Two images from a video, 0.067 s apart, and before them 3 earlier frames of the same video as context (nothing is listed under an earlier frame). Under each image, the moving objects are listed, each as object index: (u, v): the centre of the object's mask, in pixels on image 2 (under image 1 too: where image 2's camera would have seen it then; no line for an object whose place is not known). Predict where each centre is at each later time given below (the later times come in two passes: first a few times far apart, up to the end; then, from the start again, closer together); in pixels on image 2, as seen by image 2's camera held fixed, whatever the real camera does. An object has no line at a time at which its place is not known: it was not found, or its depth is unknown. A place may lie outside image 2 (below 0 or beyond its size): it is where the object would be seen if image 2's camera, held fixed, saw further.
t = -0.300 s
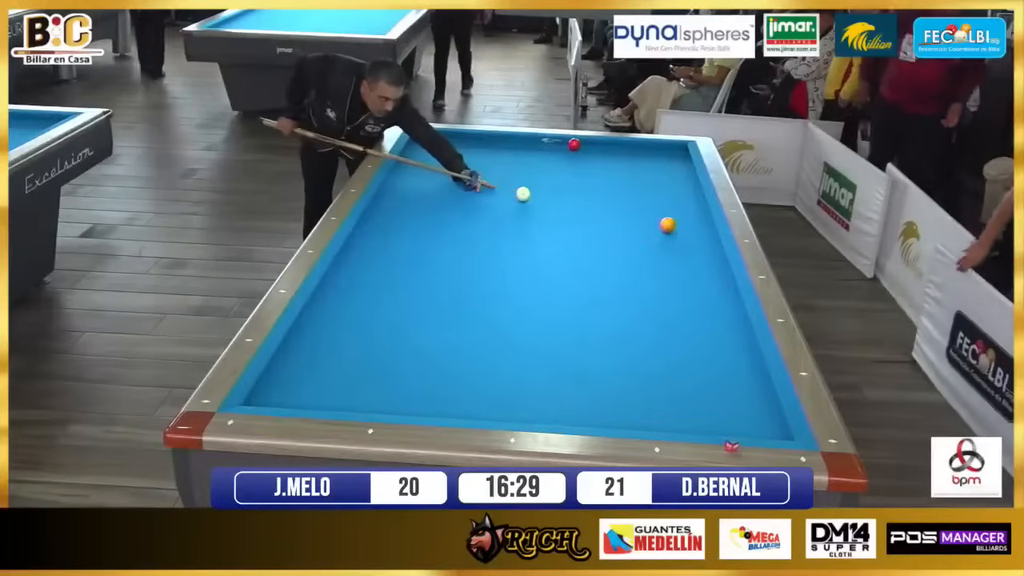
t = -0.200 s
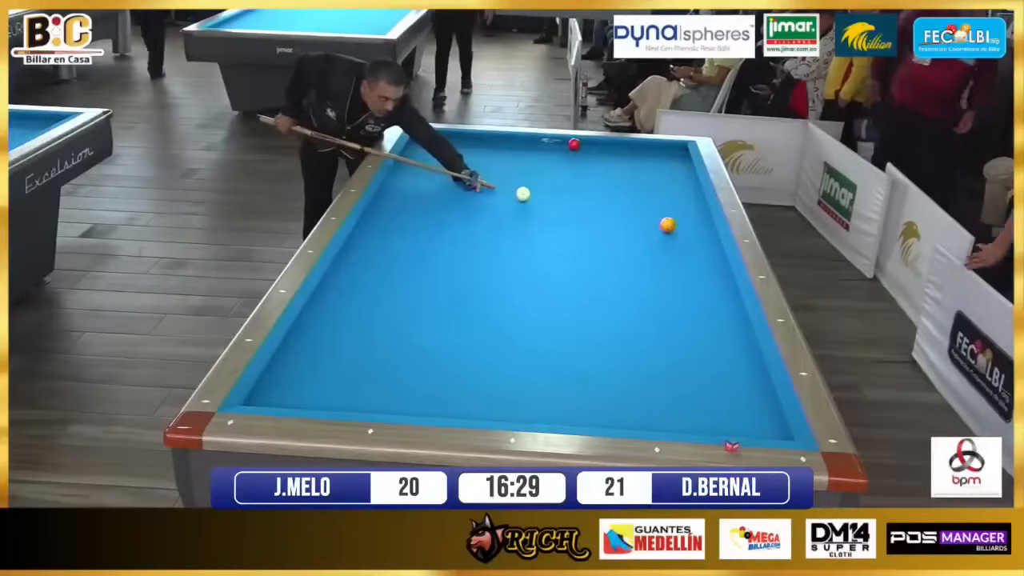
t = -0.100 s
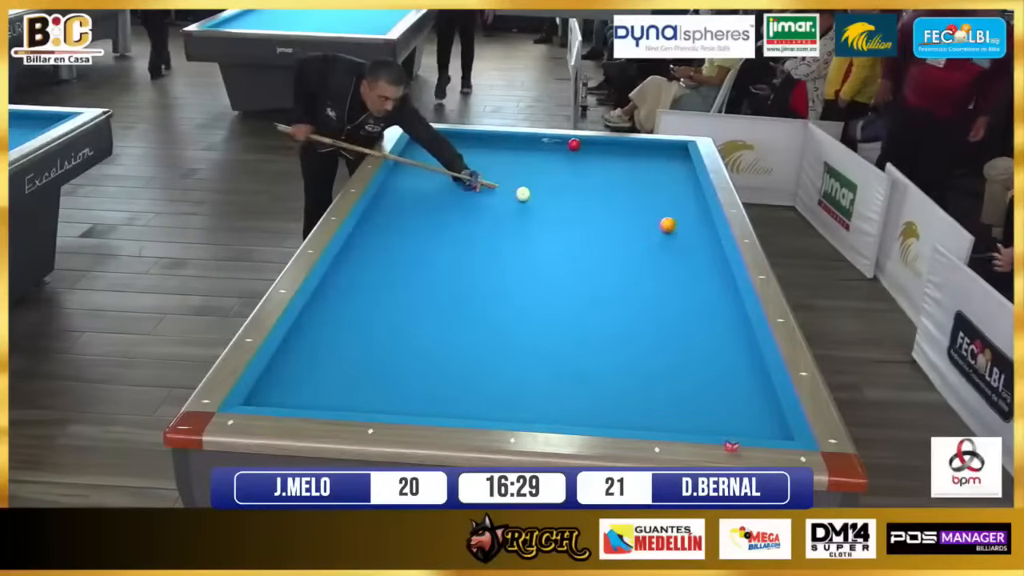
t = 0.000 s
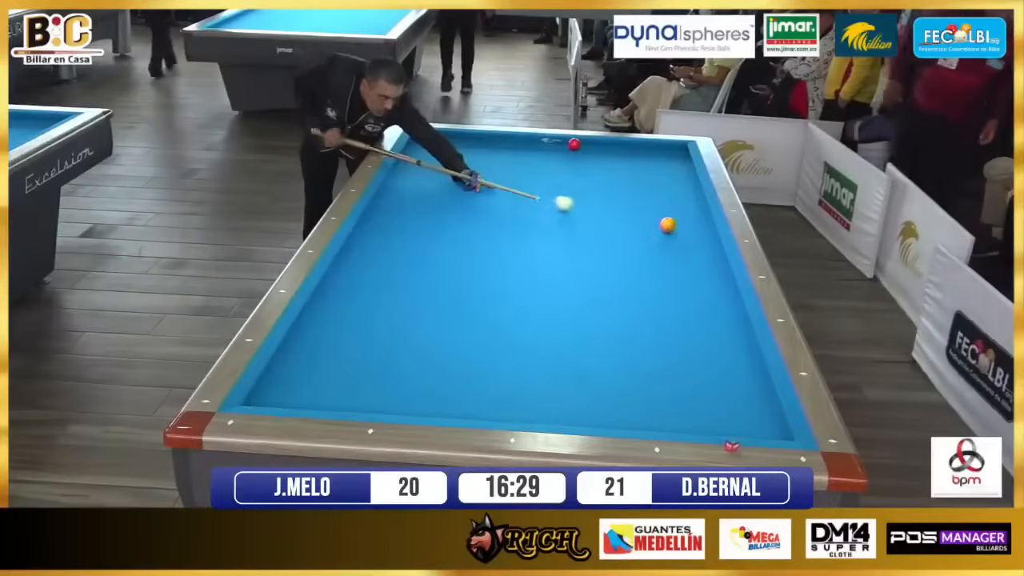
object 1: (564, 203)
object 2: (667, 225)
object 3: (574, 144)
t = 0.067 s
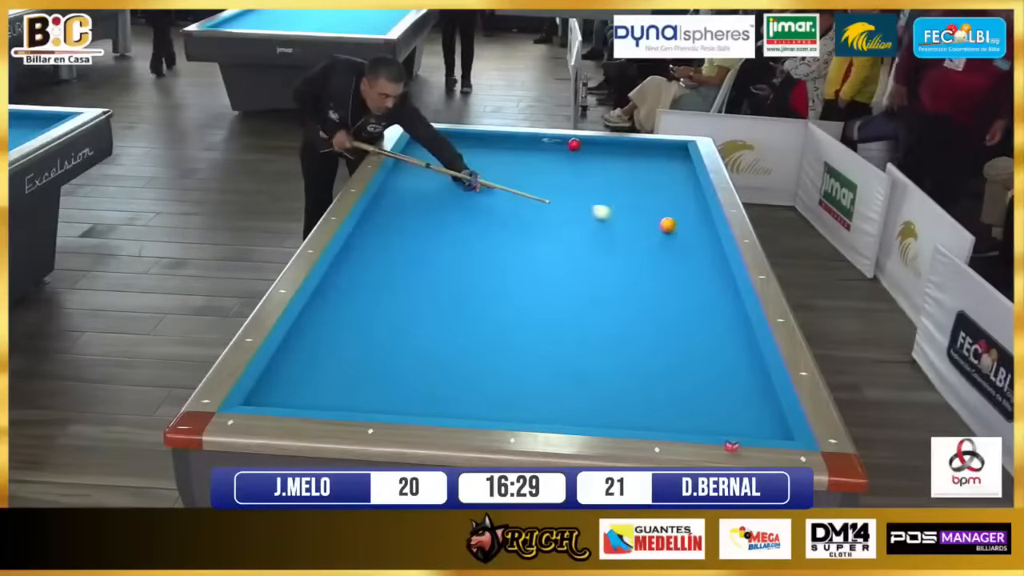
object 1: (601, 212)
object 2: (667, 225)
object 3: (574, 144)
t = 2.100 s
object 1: (461, 295)
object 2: (454, 195)
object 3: (574, 144)
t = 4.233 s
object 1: (511, 168)
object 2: (698, 202)
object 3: (574, 144)
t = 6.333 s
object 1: (575, 147)
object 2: (586, 195)
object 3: (631, 152)
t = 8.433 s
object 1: (590, 156)
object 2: (520, 193)
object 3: (685, 166)
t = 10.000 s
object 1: (592, 157)
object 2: (499, 193)
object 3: (682, 169)
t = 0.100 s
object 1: (619, 216)
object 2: (667, 225)
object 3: (574, 144)
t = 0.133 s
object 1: (639, 221)
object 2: (667, 225)
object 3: (574, 144)
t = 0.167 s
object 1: (654, 226)
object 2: (672, 225)
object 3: (574, 144)
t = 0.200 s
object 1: (657, 230)
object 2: (686, 225)
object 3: (574, 144)
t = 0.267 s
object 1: (666, 240)
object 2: (704, 224)
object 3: (574, 144)
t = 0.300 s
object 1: (671, 245)
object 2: (693, 223)
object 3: (574, 144)
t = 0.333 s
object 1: (677, 250)
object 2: (683, 222)
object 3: (574, 144)
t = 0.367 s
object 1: (684, 256)
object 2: (673, 221)
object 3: (574, 144)
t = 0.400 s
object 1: (692, 261)
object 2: (664, 220)
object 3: (574, 144)
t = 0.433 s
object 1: (700, 266)
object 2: (655, 219)
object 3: (574, 144)
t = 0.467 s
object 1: (708, 272)
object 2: (646, 218)
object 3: (574, 144)
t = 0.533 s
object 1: (727, 284)
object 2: (630, 217)
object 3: (574, 144)
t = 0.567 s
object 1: (727, 290)
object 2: (621, 216)
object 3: (574, 144)
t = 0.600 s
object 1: (723, 295)
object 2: (613, 215)
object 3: (574, 144)
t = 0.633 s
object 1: (720, 301)
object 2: (605, 214)
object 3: (574, 144)
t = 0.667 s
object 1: (717, 307)
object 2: (596, 214)
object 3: (574, 144)
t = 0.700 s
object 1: (715, 313)
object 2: (588, 213)
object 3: (574, 144)
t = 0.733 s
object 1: (712, 319)
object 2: (580, 212)
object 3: (574, 144)
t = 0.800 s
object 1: (707, 332)
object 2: (564, 210)
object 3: (574, 144)
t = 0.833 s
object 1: (704, 339)
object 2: (556, 210)
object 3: (574, 144)
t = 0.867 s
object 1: (701, 346)
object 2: (548, 209)
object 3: (574, 144)
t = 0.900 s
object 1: (698, 353)
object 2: (540, 208)
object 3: (574, 144)
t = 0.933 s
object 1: (695, 361)
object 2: (532, 207)
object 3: (574, 144)
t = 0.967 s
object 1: (692, 368)
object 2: (524, 207)
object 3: (574, 144)
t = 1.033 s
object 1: (685, 384)
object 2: (508, 205)
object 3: (574, 144)
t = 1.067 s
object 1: (682, 392)
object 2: (500, 204)
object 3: (574, 143)
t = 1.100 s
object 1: (678, 400)
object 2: (493, 203)
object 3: (574, 144)
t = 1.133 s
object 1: (675, 409)
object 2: (485, 203)
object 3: (574, 144)
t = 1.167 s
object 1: (671, 418)
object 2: (477, 202)
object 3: (574, 144)
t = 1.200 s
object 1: (667, 425)
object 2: (470, 201)
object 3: (574, 144)
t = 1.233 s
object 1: (657, 422)
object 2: (462, 200)
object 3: (574, 144)
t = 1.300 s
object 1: (637, 407)
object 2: (447, 199)
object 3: (574, 144)
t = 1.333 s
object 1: (627, 399)
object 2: (439, 198)
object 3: (574, 144)
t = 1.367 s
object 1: (617, 393)
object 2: (432, 197)
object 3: (574, 144)
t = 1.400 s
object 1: (608, 387)
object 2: (424, 197)
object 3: (574, 144)
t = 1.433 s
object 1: (600, 381)
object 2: (417, 196)
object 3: (574, 144)
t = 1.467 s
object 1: (591, 376)
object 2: (410, 195)
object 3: (574, 144)
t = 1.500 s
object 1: (583, 371)
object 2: (402, 195)
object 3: (574, 144)
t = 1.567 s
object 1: (567, 362)
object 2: (388, 193)
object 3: (574, 144)
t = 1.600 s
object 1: (560, 357)
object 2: (383, 192)
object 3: (574, 144)
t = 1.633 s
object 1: (553, 352)
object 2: (389, 193)
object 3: (574, 144)
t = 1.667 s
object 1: (545, 348)
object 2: (395, 193)
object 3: (574, 144)
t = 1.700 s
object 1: (538, 343)
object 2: (401, 193)
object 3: (574, 144)
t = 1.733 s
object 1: (531, 339)
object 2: (405, 193)
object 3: (574, 144)
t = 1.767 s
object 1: (524, 334)
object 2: (410, 194)
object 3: (574, 144)
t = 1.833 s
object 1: (510, 326)
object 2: (419, 194)
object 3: (574, 144)
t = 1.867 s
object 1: (504, 322)
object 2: (424, 194)
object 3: (574, 144)
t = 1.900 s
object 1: (497, 318)
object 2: (428, 194)
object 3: (574, 144)
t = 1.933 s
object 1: (491, 314)
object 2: (432, 194)
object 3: (574, 144)
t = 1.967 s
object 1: (485, 310)
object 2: (436, 194)
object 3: (574, 144)
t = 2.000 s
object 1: (478, 306)
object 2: (441, 194)
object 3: (574, 144)
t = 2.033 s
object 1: (472, 303)
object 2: (445, 194)
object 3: (574, 144)
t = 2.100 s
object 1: (461, 295)
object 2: (454, 195)
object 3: (574, 144)
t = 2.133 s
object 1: (455, 292)
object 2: (458, 195)
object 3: (574, 144)
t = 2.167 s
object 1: (450, 288)
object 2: (462, 195)
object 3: (574, 144)
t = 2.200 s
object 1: (444, 285)
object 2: (467, 195)
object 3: (574, 144)
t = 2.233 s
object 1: (438, 281)
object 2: (471, 195)
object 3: (574, 144)
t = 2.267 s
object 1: (433, 278)
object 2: (475, 195)
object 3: (574, 144)
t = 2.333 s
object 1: (423, 272)
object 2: (483, 195)
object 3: (574, 144)
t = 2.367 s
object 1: (418, 268)
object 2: (487, 196)
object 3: (574, 144)
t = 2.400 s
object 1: (413, 265)
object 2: (492, 196)
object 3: (574, 144)
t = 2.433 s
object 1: (408, 262)
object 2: (496, 196)
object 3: (574, 144)
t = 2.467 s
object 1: (403, 259)
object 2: (500, 196)
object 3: (574, 144)
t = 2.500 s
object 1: (398, 256)
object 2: (504, 196)
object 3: (574, 144)
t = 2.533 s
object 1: (393, 253)
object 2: (509, 196)
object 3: (574, 144)
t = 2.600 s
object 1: (385, 248)
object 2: (517, 197)
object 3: (574, 144)
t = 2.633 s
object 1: (380, 245)
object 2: (521, 197)
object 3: (574, 144)
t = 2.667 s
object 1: (376, 242)
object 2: (525, 197)
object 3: (574, 144)
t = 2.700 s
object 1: (371, 240)
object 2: (529, 197)
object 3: (574, 144)
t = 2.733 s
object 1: (367, 237)
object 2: (533, 197)
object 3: (574, 144)
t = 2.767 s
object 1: (362, 234)
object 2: (537, 197)
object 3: (574, 144)
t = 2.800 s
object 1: (359, 232)
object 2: (541, 197)
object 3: (574, 144)
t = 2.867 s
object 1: (368, 228)
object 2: (550, 197)
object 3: (574, 144)
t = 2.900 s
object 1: (373, 226)
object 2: (554, 198)
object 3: (574, 144)
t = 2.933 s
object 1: (377, 224)
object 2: (557, 198)
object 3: (574, 144)
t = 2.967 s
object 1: (381, 222)
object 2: (562, 198)
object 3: (574, 144)
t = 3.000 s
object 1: (385, 220)
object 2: (565, 198)
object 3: (574, 144)
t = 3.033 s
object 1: (390, 219)
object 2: (569, 198)
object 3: (574, 144)
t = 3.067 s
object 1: (394, 217)
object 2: (573, 198)
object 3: (574, 144)
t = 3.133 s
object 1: (402, 214)
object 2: (581, 198)
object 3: (574, 144)
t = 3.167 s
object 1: (406, 212)
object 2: (585, 199)
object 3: (574, 144)
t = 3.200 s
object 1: (410, 210)
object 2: (589, 199)
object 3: (574, 144)
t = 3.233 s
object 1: (414, 209)
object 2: (593, 199)
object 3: (574, 144)
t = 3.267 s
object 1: (418, 207)
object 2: (597, 199)
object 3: (574, 144)
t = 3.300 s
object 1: (421, 205)
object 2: (601, 199)
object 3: (574, 144)
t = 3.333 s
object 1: (425, 204)
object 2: (605, 199)
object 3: (574, 144)
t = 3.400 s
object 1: (433, 201)
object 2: (612, 199)
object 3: (574, 144)
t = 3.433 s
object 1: (436, 199)
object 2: (616, 200)
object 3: (574, 144)
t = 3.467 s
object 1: (440, 198)
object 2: (620, 200)
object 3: (574, 144)
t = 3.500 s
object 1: (443, 196)
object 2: (624, 199)
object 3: (574, 144)
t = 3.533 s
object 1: (447, 195)
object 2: (627, 200)
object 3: (574, 144)
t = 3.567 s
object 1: (450, 193)
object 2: (631, 200)
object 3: (574, 144)
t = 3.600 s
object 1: (453, 192)
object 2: (635, 200)
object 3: (574, 144)
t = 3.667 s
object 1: (460, 189)
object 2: (643, 200)
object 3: (574, 144)
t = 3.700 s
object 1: (463, 188)
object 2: (646, 200)
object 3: (574, 144)
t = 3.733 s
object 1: (467, 186)
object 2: (650, 200)
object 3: (574, 144)
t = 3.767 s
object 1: (470, 185)
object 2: (653, 201)
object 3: (574, 144)
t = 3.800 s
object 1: (472, 184)
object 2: (657, 201)
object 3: (574, 144)
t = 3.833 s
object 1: (476, 182)
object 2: (662, 201)
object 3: (574, 144)
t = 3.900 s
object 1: (482, 180)
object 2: (668, 201)
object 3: (574, 144)
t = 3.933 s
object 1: (485, 178)
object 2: (672, 201)
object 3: (574, 144)
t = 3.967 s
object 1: (488, 177)
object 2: (676, 201)
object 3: (574, 144)
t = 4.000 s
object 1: (491, 176)
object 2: (680, 201)
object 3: (574, 144)
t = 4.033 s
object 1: (494, 175)
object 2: (683, 202)
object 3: (574, 144)
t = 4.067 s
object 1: (497, 173)
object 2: (686, 202)
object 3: (574, 144)
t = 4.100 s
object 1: (500, 172)
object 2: (690, 202)
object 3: (574, 144)
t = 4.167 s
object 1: (505, 170)
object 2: (697, 202)
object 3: (574, 144)
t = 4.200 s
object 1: (508, 169)
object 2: (701, 202)
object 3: (574, 144)
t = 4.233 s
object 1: (511, 168)
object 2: (698, 202)
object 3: (574, 144)
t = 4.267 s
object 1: (514, 167)
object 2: (696, 202)
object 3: (574, 144)
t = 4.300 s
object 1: (516, 165)
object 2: (693, 202)
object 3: (574, 144)
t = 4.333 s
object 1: (519, 164)
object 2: (691, 201)
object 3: (574, 144)
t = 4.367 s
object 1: (522, 163)
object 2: (690, 201)
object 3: (574, 144)
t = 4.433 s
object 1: (527, 161)
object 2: (685, 201)
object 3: (574, 144)
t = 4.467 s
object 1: (530, 160)
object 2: (683, 201)
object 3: (574, 144)
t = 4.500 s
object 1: (532, 159)
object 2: (681, 201)
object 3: (574, 144)
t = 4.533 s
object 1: (535, 157)
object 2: (679, 201)
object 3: (574, 144)
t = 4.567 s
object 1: (538, 156)
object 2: (677, 200)
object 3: (574, 144)
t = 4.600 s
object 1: (540, 155)
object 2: (675, 200)
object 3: (574, 144)
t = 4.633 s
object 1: (543, 154)
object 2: (673, 201)
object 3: (574, 144)
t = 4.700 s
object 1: (547, 152)
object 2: (669, 200)
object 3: (574, 144)
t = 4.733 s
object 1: (550, 151)
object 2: (668, 200)
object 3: (574, 144)
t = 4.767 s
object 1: (552, 150)
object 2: (666, 200)
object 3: (574, 144)
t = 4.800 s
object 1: (555, 149)
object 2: (664, 200)
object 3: (574, 144)
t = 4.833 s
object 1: (557, 148)
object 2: (662, 200)
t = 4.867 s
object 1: (559, 147)
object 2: (660, 199)
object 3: (574, 144)
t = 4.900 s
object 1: (562, 146)
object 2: (658, 199)
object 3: (574, 144)
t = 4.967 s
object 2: (654, 199)
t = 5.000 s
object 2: (652, 199)
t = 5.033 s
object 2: (650, 199)
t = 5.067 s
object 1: (563, 144)
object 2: (648, 199)
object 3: (583, 143)
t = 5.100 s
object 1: (563, 143)
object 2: (646, 199)
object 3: (584, 143)
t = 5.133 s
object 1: (563, 143)
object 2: (645, 198)
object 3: (587, 142)
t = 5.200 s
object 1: (563, 142)
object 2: (641, 198)
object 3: (590, 142)
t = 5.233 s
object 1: (563, 141)
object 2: (639, 198)
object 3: (591, 142)
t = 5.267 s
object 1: (563, 141)
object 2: (637, 198)
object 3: (592, 143)
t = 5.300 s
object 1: (563, 140)
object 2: (636, 198)
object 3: (594, 143)
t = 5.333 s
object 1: (563, 140)
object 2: (634, 198)
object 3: (595, 143)
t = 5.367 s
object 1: (563, 140)
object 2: (632, 198)
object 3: (596, 144)
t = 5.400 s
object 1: (563, 140)
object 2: (630, 198)
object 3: (598, 144)
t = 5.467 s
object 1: (564, 141)
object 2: (627, 197)
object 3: (600, 144)
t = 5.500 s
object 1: (565, 141)
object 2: (625, 197)
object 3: (601, 145)
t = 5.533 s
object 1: (565, 141)
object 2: (624, 197)
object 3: (602, 145)
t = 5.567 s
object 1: (566, 141)
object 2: (622, 197)
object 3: (604, 145)
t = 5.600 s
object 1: (566, 141)
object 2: (620, 197)
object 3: (605, 146)
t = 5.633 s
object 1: (566, 142)
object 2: (618, 197)
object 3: (606, 146)
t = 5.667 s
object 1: (567, 142)
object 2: (617, 197)
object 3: (607, 146)
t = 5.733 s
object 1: (568, 142)
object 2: (613, 197)
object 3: (610, 147)
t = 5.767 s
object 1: (568, 143)
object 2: (612, 197)
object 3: (612, 147)
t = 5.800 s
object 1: (568, 143)
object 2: (610, 197)
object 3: (612, 147)
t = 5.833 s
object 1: (569, 143)
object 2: (609, 196)
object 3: (614, 148)
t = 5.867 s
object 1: (569, 144)
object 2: (607, 196)
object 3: (614, 148)
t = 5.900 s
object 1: (570, 144)
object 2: (606, 196)
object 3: (616, 148)
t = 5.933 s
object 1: (570, 144)
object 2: (604, 196)
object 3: (617, 148)
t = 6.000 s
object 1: (571, 145)
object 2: (601, 196)
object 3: (620, 149)
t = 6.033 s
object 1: (571, 145)
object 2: (600, 196)
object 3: (621, 149)
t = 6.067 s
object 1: (572, 145)
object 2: (598, 196)
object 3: (621, 150)
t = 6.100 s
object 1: (572, 145)
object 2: (597, 196)
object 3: (623, 150)
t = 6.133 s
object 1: (572, 146)
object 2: (595, 196)
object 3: (624, 150)
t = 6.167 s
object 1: (573, 146)
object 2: (594, 196)
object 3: (625, 150)
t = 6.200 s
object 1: (573, 146)
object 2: (592, 196)
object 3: (626, 150)
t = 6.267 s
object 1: (574, 146)
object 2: (589, 195)
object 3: (629, 151)
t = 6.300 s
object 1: (574, 147)
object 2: (588, 195)
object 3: (630, 152)
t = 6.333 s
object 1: (575, 147)
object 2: (586, 195)
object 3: (631, 152)
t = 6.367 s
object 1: (575, 147)
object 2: (585, 195)
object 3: (632, 152)
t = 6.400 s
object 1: (576, 147)
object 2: (584, 195)
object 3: (633, 153)
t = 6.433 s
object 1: (576, 147)
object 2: (582, 195)
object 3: (634, 153)
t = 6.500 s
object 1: (577, 148)
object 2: (579, 195)
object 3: (636, 153)
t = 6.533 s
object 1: (577, 148)
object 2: (578, 195)
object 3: (637, 154)
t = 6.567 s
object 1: (577, 148)
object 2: (577, 195)
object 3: (638, 154)
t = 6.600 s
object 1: (578, 148)
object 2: (575, 195)
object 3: (639, 154)
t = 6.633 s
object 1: (578, 149)
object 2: (574, 195)
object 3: (641, 154)
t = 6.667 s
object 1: (578, 149)
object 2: (573, 195)
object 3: (641, 155)
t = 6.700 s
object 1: (579, 149)
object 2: (572, 195)
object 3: (642, 155)
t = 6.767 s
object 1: (579, 149)
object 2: (569, 195)
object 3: (645, 156)
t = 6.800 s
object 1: (580, 150)
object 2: (568, 195)
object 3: (646, 156)
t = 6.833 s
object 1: (580, 150)
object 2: (567, 195)
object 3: (647, 156)
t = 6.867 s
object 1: (580, 150)
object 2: (565, 194)
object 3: (648, 156)
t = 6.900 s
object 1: (581, 150)
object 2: (564, 194)
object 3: (649, 157)
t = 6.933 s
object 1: (581, 150)
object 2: (563, 194)
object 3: (650, 157)
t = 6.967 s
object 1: (581, 151)
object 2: (562, 194)
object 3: (650, 157)
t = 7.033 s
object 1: (582, 151)
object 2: (560, 194)
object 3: (652, 158)
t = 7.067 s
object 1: (582, 151)
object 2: (558, 194)
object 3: (653, 158)
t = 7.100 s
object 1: (583, 151)
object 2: (557, 194)
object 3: (654, 158)
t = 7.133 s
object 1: (583, 151)
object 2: (556, 194)
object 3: (655, 158)
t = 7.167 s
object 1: (583, 151)
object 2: (555, 194)
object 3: (656, 158)
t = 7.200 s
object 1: (583, 151)
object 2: (554, 194)
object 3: (657, 159)
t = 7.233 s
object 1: (584, 152)
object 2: (553, 194)
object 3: (658, 159)
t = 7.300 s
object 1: (584, 152)
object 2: (551, 194)
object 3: (659, 159)
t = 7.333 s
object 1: (584, 152)
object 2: (550, 194)
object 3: (660, 160)
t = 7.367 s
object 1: (585, 152)
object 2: (549, 194)
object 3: (661, 160)
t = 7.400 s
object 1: (585, 152)
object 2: (548, 194)
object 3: (662, 160)
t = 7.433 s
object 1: (585, 153)
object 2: (547, 194)
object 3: (663, 160)
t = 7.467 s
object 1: (586, 153)
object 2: (546, 194)
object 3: (664, 161)
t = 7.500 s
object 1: (586, 153)
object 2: (544, 194)
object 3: (664, 161)
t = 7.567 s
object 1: (586, 153)
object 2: (543, 194)
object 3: (666, 161)
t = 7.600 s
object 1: (586, 153)
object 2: (542, 194)
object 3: (667, 162)
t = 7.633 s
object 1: (586, 153)
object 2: (541, 193)
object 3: (668, 162)
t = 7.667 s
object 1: (587, 153)
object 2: (539, 194)
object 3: (669, 162)
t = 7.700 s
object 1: (587, 154)
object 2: (538, 194)
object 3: (669, 162)
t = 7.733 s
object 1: (587, 154)
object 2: (538, 193)
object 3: (670, 162)
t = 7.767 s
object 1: (587, 154)
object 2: (537, 193)
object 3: (671, 163)
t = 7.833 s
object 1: (588, 154)
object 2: (535, 193)
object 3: (672, 163)
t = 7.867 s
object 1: (588, 154)
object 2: (534, 193)
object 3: (673, 163)
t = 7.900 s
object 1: (588, 154)
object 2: (534, 193)
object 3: (674, 163)
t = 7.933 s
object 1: (588, 154)
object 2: (532, 193)
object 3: (675, 163)
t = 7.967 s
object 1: (589, 154)
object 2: (531, 193)
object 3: (676, 164)
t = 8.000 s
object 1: (589, 154)
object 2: (531, 193)
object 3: (676, 164)
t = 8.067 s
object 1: (589, 155)
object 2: (529, 193)
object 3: (678, 164)
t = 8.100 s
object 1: (589, 155)
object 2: (528, 193)
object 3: (678, 165)
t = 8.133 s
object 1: (589, 155)
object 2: (527, 193)
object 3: (679, 165)
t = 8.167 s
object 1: (589, 155)
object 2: (526, 193)
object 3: (680, 165)
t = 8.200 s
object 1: (590, 155)
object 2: (526, 193)
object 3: (680, 165)
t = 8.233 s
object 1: (590, 155)
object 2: (525, 193)
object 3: (681, 165)
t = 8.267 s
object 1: (590, 155)
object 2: (524, 193)
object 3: (682, 166)
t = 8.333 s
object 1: (590, 155)
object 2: (522, 193)
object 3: (683, 166)
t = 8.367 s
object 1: (590, 156)
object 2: (522, 193)
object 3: (684, 166)
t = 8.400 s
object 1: (590, 156)
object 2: (521, 193)
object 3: (684, 166)
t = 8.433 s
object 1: (590, 156)
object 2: (520, 193)
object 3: (685, 166)
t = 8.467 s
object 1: (590, 156)
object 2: (519, 193)
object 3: (685, 167)
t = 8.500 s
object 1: (590, 156)
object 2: (519, 193)
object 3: (686, 167)
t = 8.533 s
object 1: (591, 156)
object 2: (518, 193)
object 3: (686, 167)
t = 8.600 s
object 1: (591, 156)
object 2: (517, 193)
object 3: (687, 168)
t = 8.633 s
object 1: (591, 156)
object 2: (516, 193)
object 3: (688, 168)
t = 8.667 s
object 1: (591, 156)
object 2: (515, 193)
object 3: (688, 168)
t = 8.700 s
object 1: (591, 156)
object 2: (515, 193)
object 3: (688, 168)
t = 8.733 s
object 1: (591, 156)
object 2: (514, 193)
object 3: (687, 168)
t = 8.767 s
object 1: (591, 156)
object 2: (514, 193)
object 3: (687, 168)
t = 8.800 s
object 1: (591, 157)
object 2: (513, 193)
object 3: (687, 168)
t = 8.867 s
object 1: (591, 157)
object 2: (512, 193)
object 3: (687, 168)
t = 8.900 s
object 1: (591, 157)
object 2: (511, 193)
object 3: (686, 168)
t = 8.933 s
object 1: (591, 157)
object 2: (511, 193)
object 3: (686, 168)
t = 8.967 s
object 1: (591, 157)
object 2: (510, 193)
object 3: (686, 168)
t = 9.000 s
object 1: (591, 157)
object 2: (510, 193)
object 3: (686, 168)
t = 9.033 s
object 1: (591, 157)
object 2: (509, 193)
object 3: (685, 168)
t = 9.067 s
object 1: (592, 157)
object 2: (509, 193)
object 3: (685, 168)
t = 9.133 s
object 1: (592, 157)
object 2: (507, 193)
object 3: (685, 168)
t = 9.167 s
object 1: (592, 157)
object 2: (507, 193)
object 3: (684, 168)
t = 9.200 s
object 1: (592, 157)
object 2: (507, 193)
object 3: (684, 168)
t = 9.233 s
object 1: (592, 157)
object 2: (507, 193)
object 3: (684, 168)
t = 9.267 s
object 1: (592, 157)
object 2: (506, 193)
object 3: (684, 168)
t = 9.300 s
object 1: (592, 157)
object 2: (505, 193)
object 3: (684, 168)
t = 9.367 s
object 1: (592, 157)
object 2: (505, 193)
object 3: (684, 168)
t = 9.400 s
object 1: (592, 157)
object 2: (504, 193)
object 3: (683, 169)
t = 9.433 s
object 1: (592, 157)
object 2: (504, 193)
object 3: (683, 169)
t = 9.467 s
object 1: (592, 157)
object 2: (504, 193)
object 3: (683, 169)
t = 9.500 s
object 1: (591, 157)
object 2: (503, 193)
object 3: (683, 169)
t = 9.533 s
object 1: (591, 157)
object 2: (503, 193)
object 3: (683, 169)
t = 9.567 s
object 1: (591, 157)
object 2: (503, 193)
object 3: (683, 169)
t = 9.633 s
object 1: (592, 157)
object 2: (502, 193)
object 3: (682, 169)
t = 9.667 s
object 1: (592, 157)
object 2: (502, 193)
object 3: (682, 169)
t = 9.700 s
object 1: (592, 157)
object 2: (501, 193)
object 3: (682, 169)
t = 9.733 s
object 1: (592, 157)
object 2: (501, 193)
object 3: (682, 169)
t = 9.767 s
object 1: (591, 157)
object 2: (501, 193)
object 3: (682, 169)
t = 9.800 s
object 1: (592, 157)
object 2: (500, 193)
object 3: (682, 169)
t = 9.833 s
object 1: (592, 157)
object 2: (500, 193)
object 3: (682, 169)
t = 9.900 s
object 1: (592, 157)
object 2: (500, 193)
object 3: (682, 169)
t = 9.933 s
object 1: (592, 157)
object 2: (499, 193)
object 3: (682, 169)
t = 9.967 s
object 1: (592, 157)
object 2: (499, 193)
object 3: (682, 169)
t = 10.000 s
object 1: (592, 157)
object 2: (499, 193)
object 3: (682, 169)
